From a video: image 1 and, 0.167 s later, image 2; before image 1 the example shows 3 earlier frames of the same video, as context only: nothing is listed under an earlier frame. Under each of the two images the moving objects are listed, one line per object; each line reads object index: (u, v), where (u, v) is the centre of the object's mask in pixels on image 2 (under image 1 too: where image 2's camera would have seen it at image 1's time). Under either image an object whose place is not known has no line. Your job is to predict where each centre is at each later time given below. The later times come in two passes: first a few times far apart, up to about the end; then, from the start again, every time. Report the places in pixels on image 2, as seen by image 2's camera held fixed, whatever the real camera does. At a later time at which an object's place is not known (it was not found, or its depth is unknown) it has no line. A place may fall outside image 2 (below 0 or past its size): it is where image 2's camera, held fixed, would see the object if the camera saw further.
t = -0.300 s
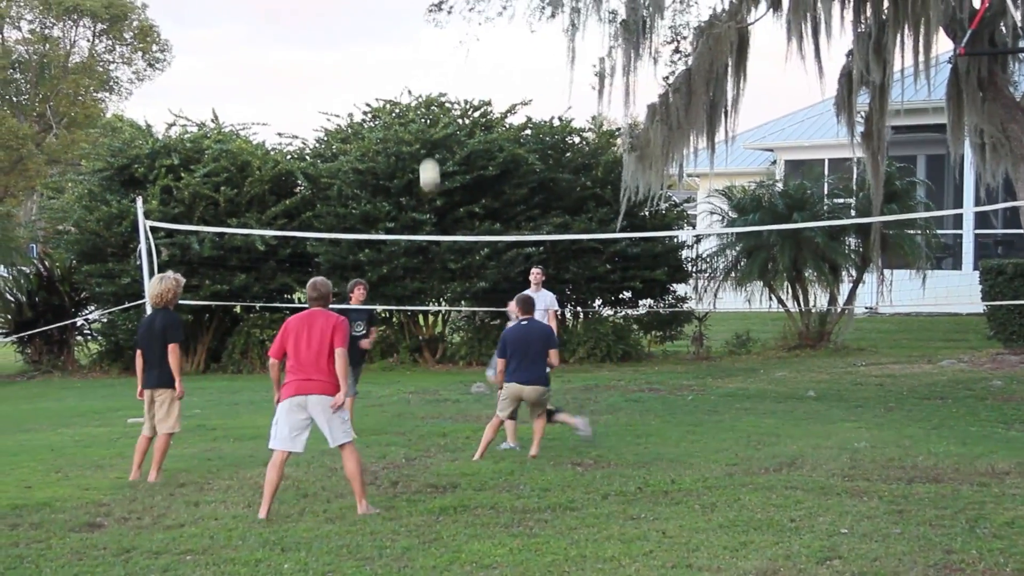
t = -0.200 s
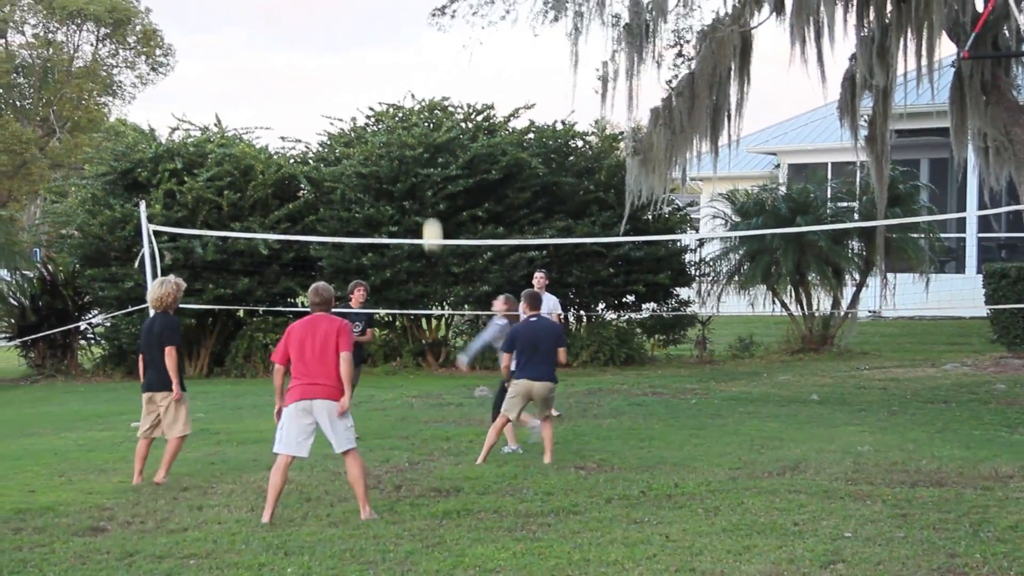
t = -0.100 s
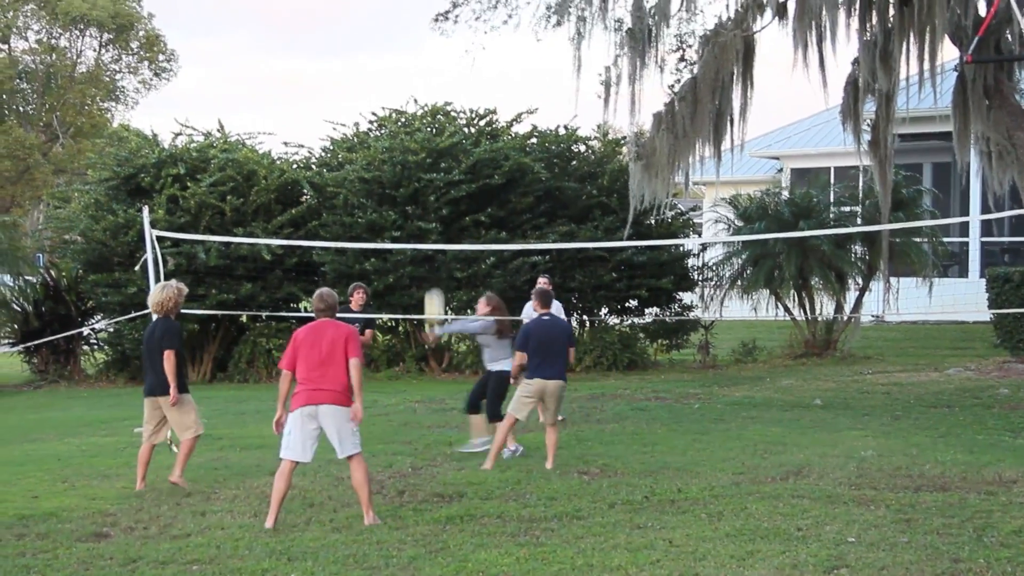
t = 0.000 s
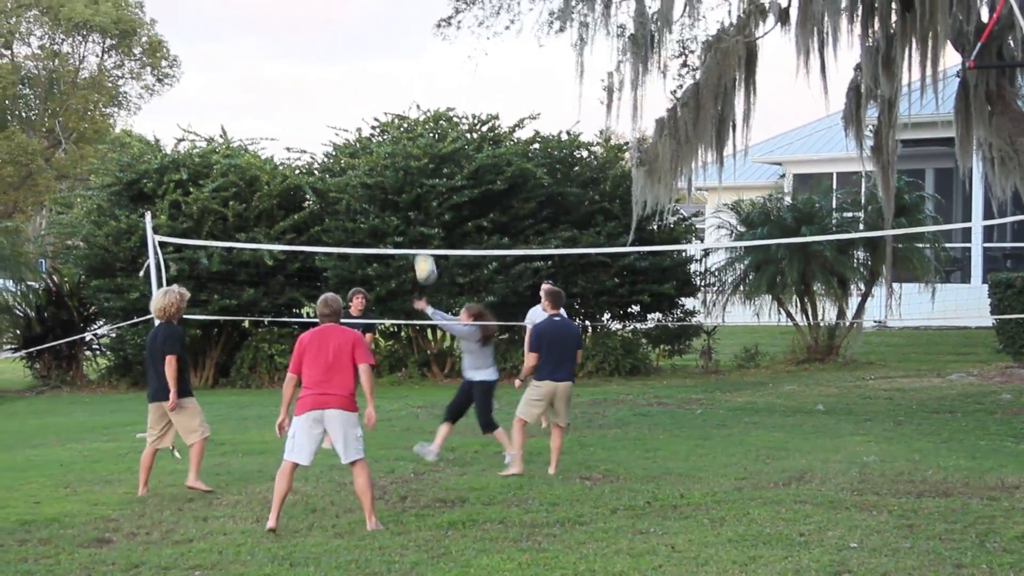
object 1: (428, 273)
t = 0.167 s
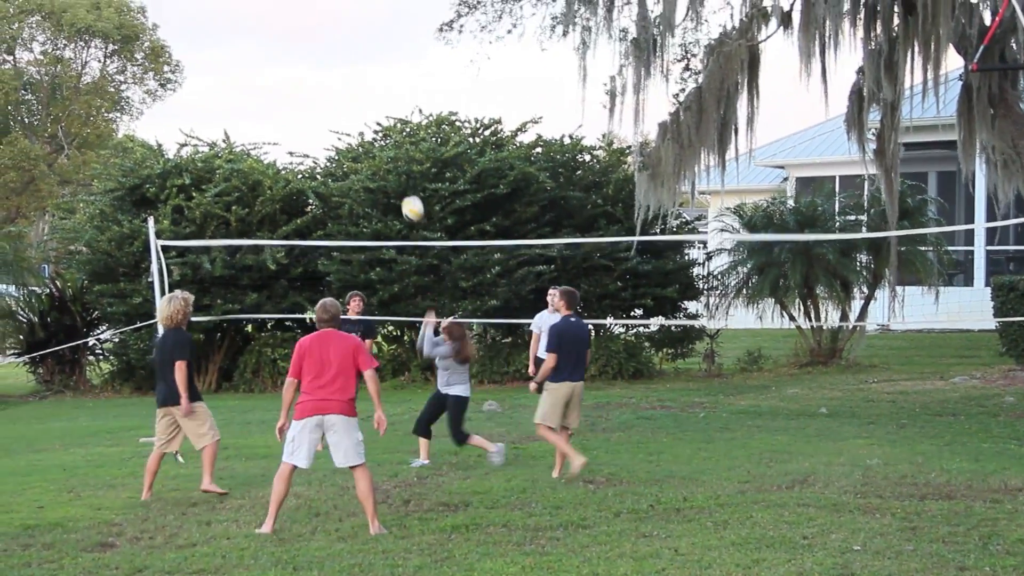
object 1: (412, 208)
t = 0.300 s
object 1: (401, 180)
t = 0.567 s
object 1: (377, 178)
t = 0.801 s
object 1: (355, 235)
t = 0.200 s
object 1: (410, 200)
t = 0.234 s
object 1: (407, 192)
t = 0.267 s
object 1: (404, 185)
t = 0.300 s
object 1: (401, 180)
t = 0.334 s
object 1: (398, 176)
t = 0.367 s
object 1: (395, 173)
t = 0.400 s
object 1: (393, 171)
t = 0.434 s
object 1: (389, 170)
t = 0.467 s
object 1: (386, 171)
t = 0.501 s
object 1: (383, 172)
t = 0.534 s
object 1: (380, 174)
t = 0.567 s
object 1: (377, 178)
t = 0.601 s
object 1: (374, 183)
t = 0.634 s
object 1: (371, 189)
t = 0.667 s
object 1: (368, 196)
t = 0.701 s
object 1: (365, 204)
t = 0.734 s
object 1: (362, 213)
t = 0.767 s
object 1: (358, 223)
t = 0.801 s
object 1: (355, 235)
